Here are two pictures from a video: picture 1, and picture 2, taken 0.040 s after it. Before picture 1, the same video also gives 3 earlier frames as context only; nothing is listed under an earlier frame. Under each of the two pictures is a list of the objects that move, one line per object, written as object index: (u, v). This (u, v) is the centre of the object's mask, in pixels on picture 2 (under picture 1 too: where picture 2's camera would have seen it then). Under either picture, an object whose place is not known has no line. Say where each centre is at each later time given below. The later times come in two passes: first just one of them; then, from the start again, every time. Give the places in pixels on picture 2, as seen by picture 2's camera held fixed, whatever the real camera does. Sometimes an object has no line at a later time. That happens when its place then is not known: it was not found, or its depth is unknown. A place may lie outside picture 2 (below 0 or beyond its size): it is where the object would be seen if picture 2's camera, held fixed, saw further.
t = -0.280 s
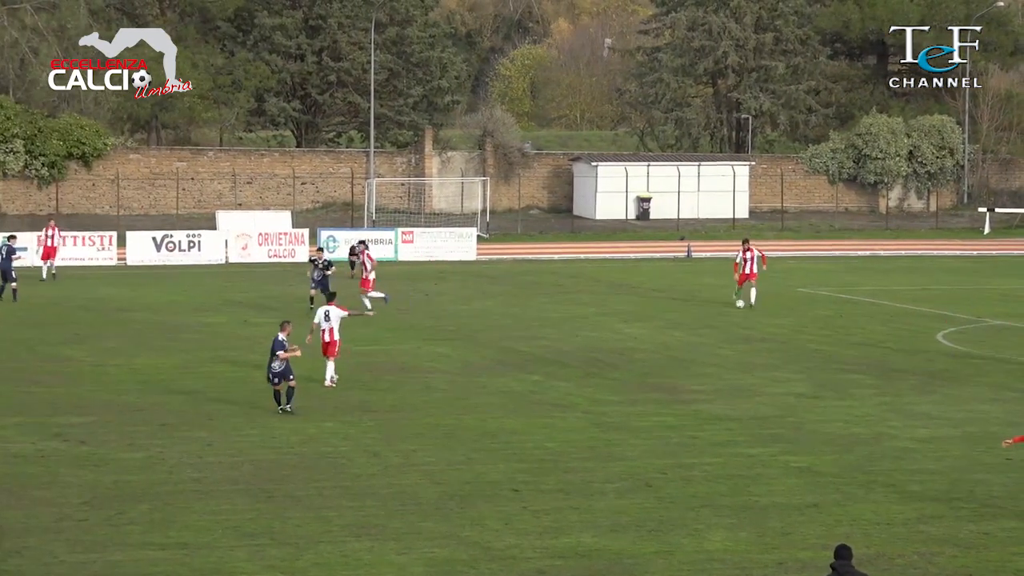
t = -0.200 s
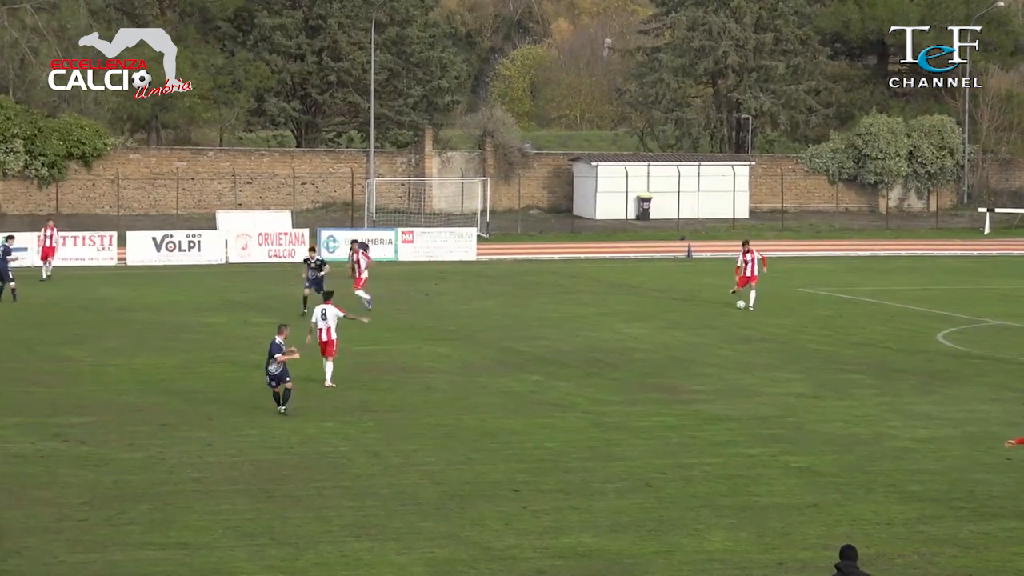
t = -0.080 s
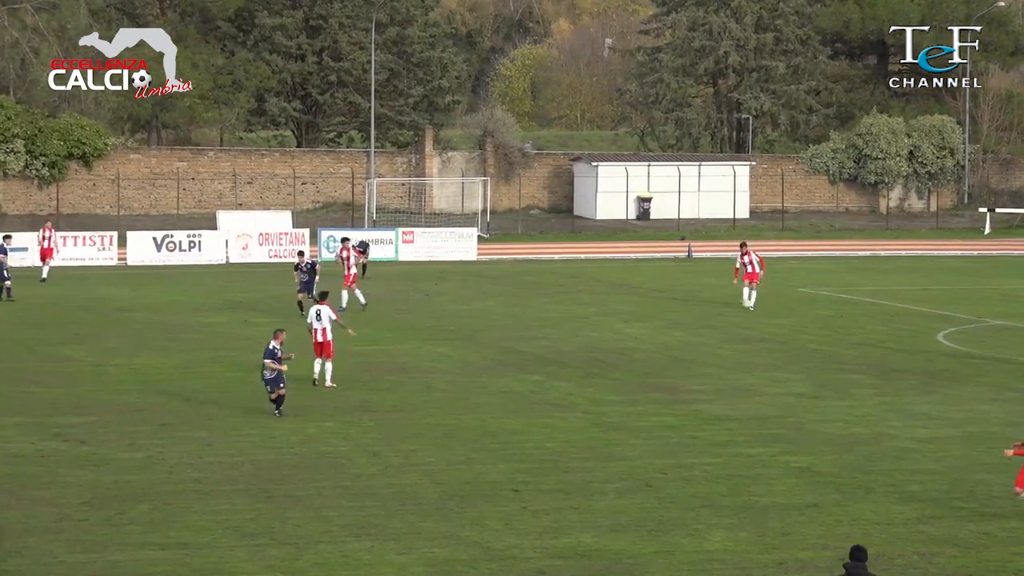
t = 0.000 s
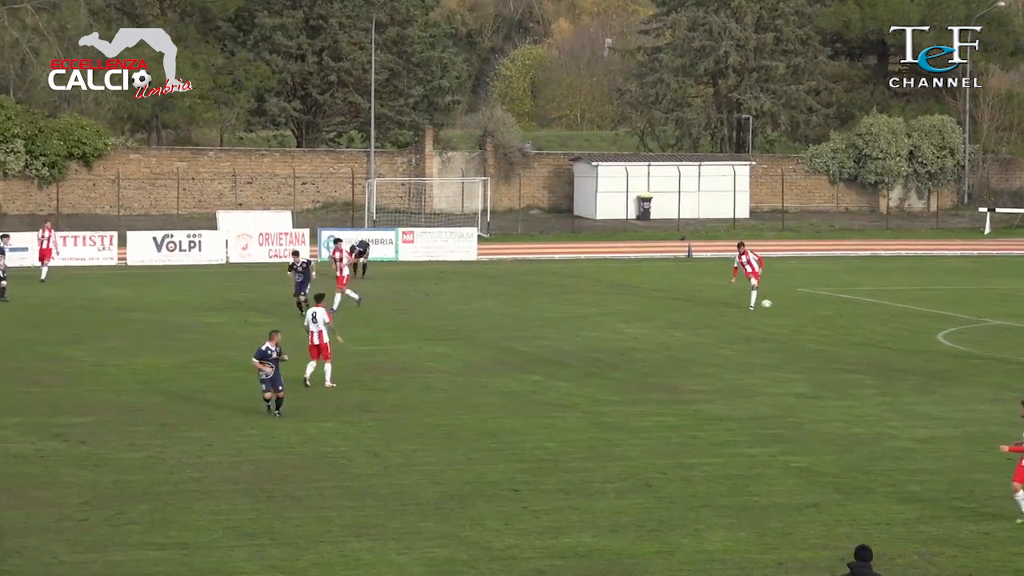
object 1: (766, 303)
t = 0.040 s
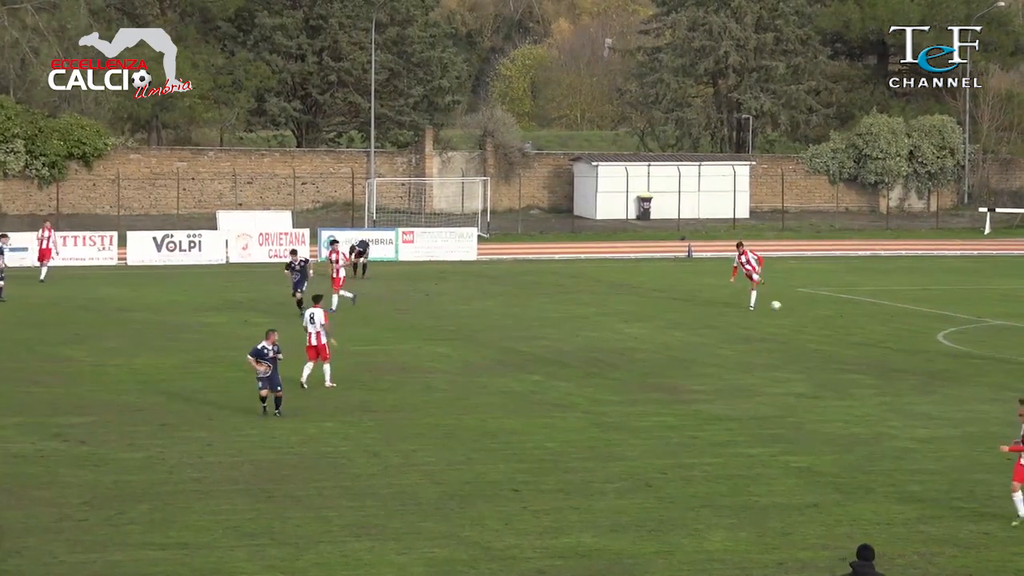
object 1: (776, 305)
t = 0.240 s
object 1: (822, 321)
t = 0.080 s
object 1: (785, 307)
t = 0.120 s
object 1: (794, 311)
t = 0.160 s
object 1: (803, 315)
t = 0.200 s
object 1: (813, 321)
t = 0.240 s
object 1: (822, 321)
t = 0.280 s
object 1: (830, 320)
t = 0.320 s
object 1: (838, 322)
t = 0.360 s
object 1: (847, 324)
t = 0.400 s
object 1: (856, 327)
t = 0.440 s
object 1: (864, 331)
